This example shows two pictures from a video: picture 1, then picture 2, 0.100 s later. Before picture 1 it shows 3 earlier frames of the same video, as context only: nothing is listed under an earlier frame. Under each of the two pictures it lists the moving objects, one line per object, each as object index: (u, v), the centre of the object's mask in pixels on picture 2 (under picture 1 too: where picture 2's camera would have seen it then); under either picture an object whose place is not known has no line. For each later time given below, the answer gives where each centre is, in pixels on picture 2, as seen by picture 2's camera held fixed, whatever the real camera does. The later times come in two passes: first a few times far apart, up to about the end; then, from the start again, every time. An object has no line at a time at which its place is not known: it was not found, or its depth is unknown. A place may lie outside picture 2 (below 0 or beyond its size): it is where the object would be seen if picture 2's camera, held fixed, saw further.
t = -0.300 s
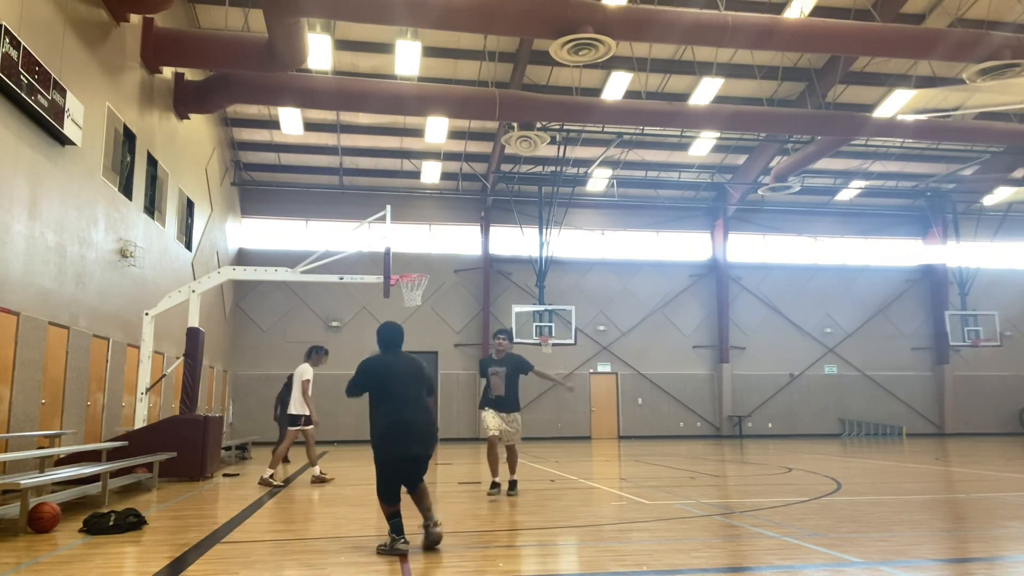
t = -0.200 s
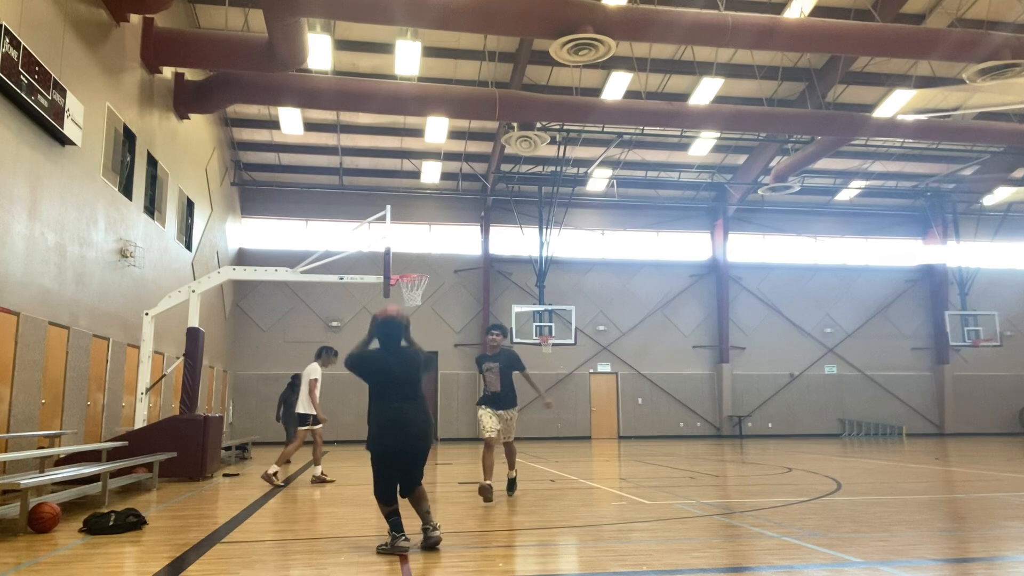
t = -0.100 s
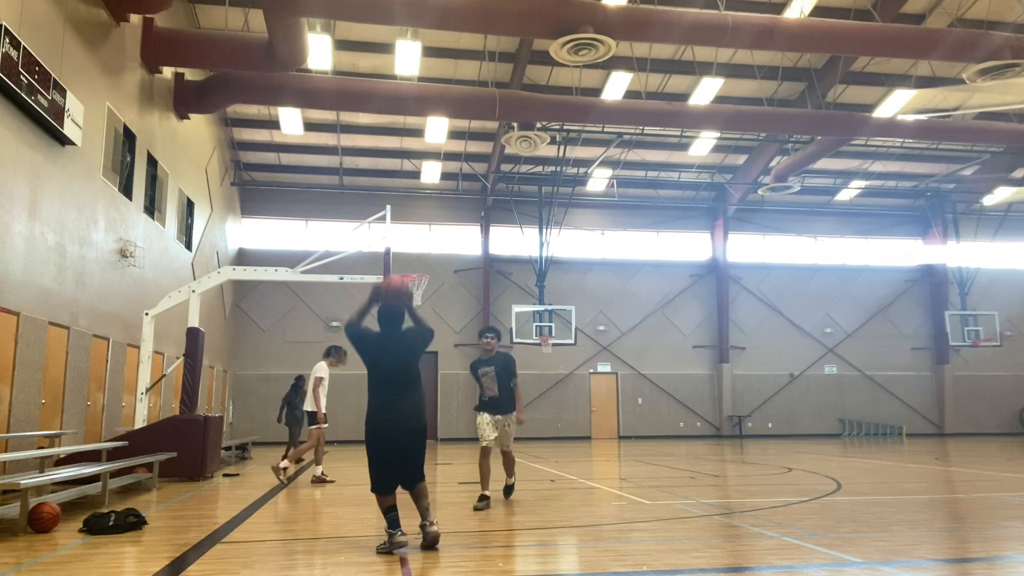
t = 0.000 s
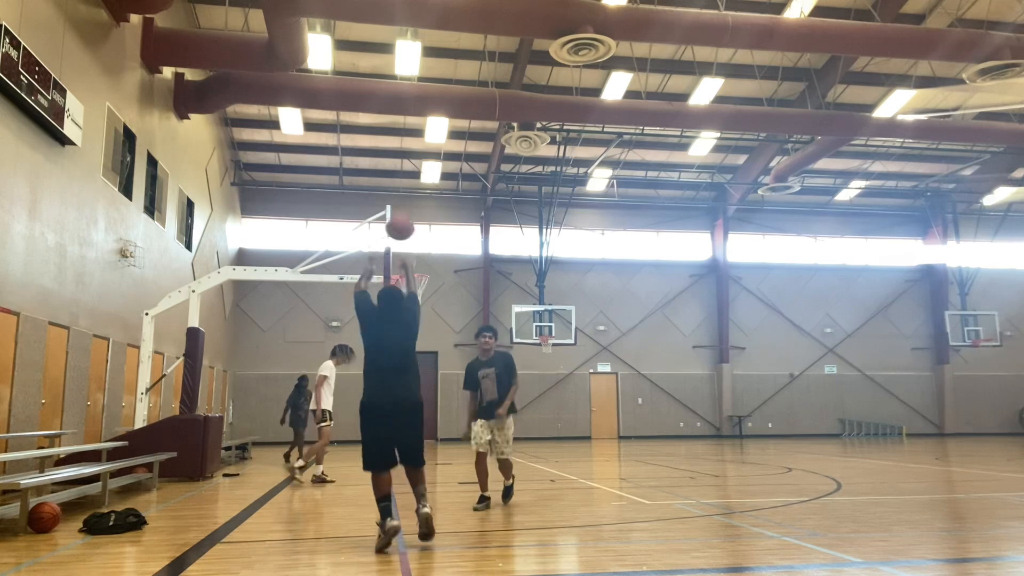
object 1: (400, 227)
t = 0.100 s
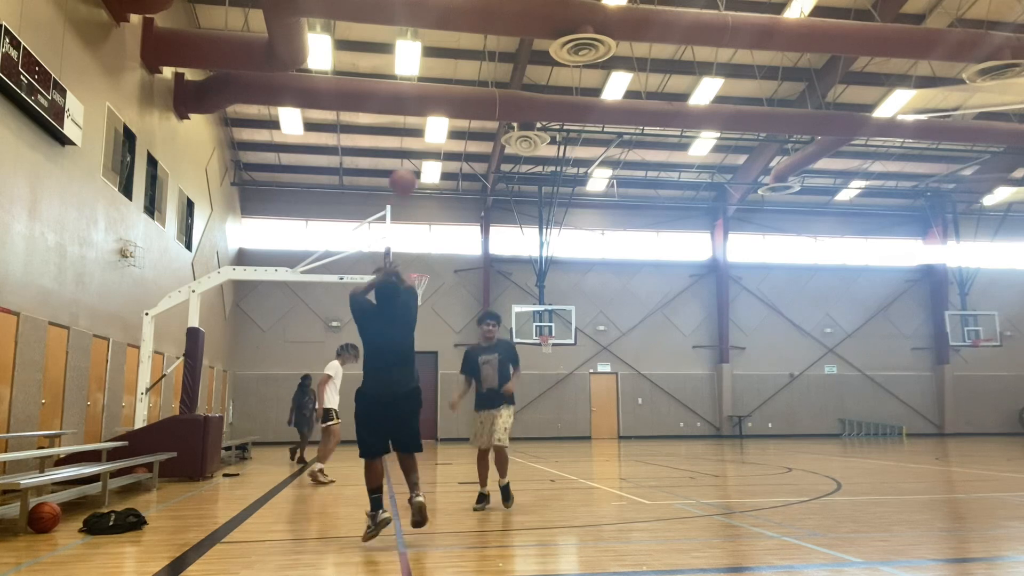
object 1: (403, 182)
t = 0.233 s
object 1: (405, 148)
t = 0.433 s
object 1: (408, 136)
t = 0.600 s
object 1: (410, 149)
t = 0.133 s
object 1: (404, 171)
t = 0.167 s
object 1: (404, 163)
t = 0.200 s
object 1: (405, 154)
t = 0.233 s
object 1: (405, 148)
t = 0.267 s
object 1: (406, 143)
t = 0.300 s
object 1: (407, 140)
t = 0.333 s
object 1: (407, 138)
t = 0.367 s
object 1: (407, 136)
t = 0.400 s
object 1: (408, 136)
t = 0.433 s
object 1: (408, 136)
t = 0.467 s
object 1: (409, 137)
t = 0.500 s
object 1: (409, 139)
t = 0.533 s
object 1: (410, 142)
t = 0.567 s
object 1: (410, 146)
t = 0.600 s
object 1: (410, 149)
